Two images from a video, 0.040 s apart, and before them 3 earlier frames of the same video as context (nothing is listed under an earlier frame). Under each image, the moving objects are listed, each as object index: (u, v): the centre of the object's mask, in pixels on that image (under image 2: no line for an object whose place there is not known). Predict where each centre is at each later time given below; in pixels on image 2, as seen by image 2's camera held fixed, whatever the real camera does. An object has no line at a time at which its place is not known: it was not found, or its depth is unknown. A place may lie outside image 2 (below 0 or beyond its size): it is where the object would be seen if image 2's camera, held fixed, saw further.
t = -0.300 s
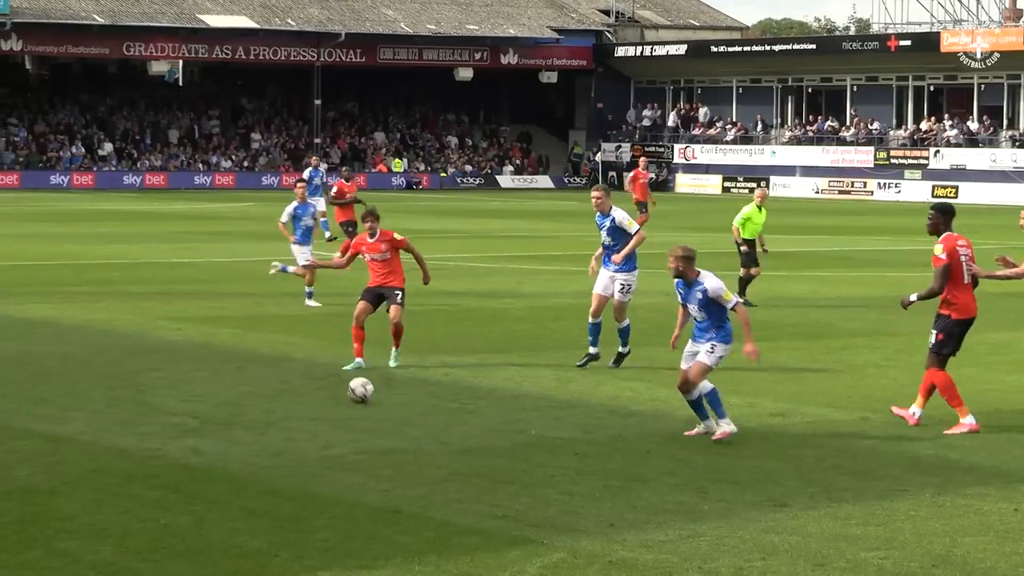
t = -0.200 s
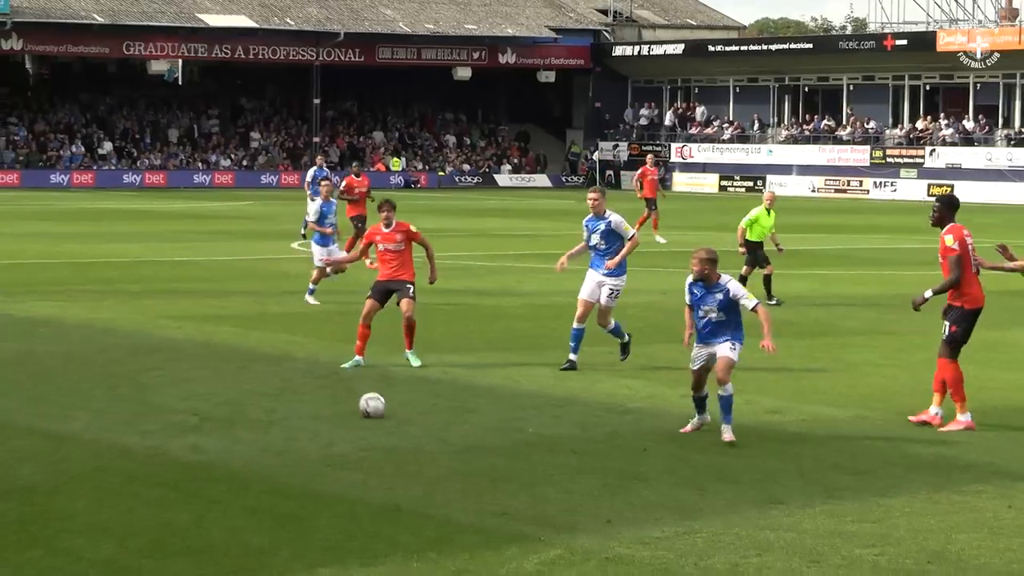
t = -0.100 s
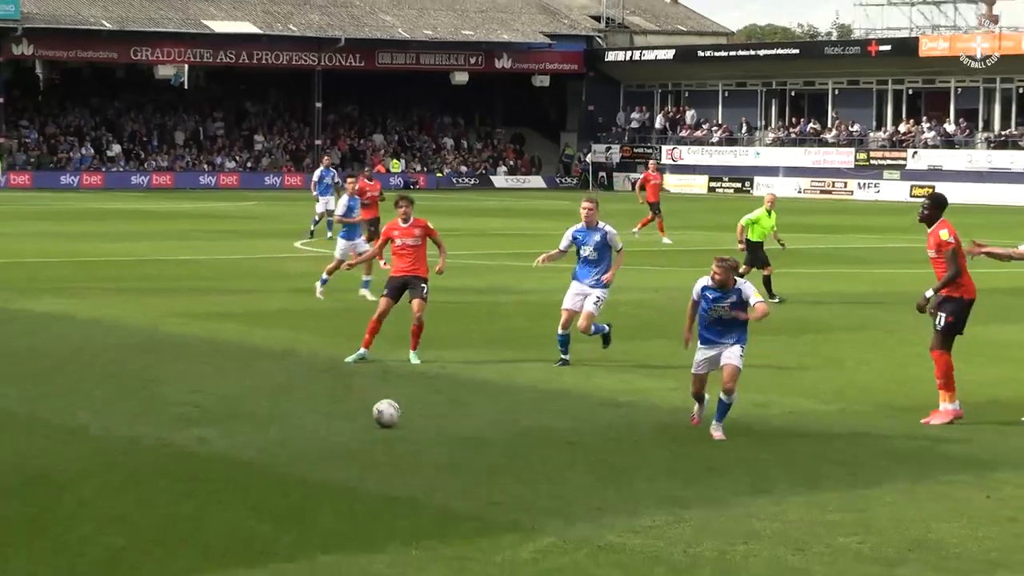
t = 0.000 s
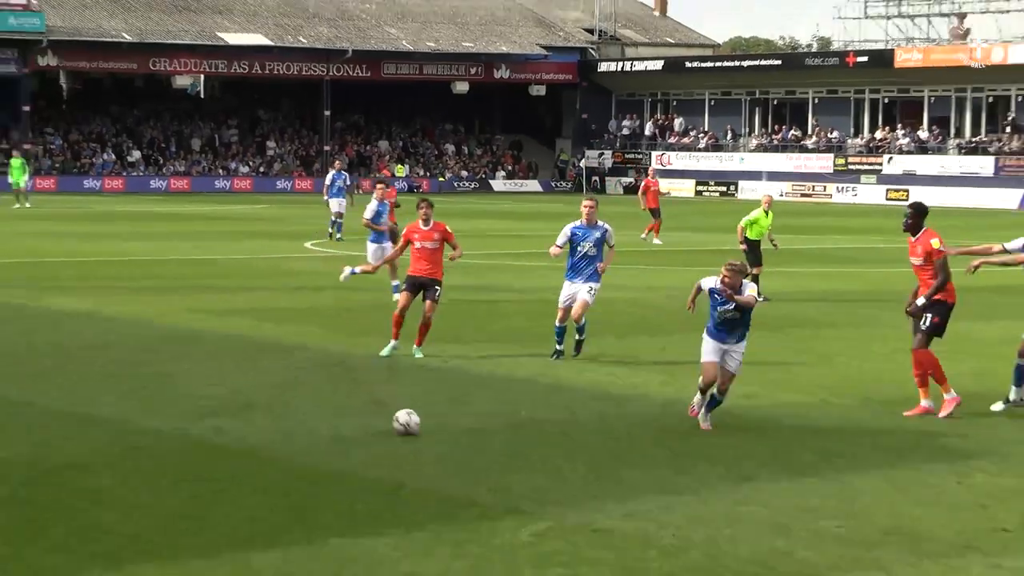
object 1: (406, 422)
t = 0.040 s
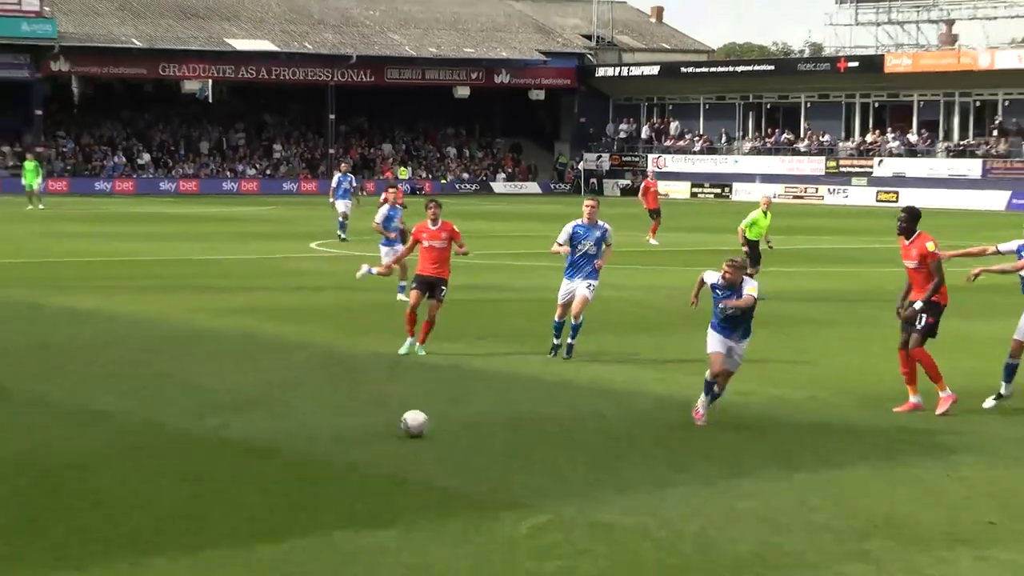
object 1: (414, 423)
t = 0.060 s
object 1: (417, 426)
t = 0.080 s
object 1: (420, 429)
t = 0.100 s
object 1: (423, 433)
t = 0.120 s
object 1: (425, 437)
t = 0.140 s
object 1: (429, 441)
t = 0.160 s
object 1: (432, 445)
